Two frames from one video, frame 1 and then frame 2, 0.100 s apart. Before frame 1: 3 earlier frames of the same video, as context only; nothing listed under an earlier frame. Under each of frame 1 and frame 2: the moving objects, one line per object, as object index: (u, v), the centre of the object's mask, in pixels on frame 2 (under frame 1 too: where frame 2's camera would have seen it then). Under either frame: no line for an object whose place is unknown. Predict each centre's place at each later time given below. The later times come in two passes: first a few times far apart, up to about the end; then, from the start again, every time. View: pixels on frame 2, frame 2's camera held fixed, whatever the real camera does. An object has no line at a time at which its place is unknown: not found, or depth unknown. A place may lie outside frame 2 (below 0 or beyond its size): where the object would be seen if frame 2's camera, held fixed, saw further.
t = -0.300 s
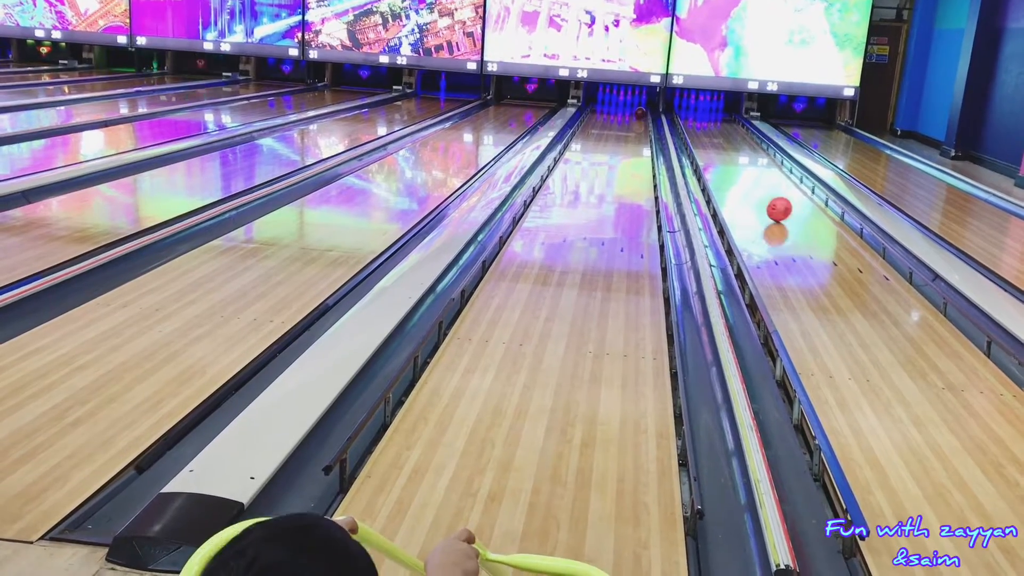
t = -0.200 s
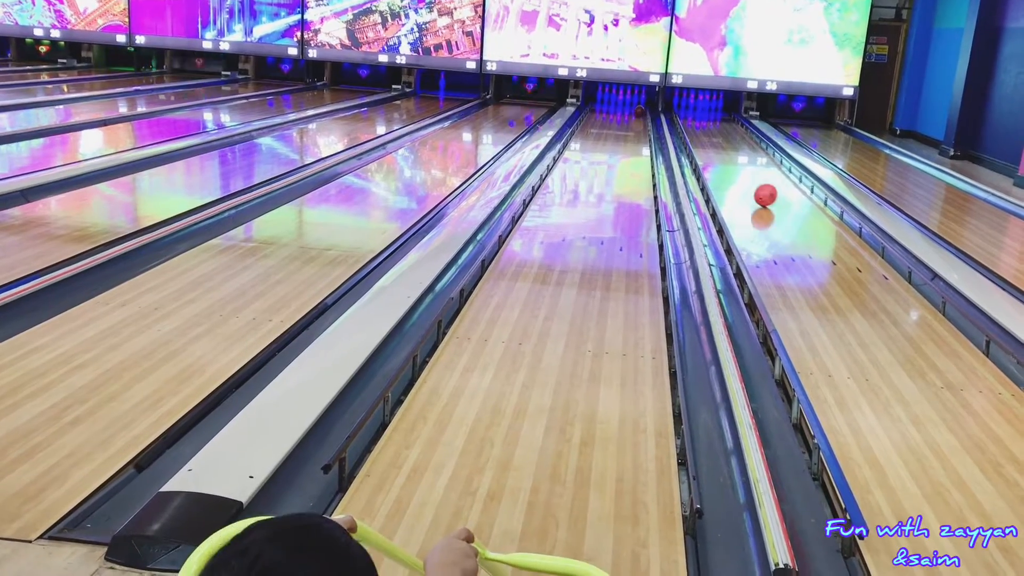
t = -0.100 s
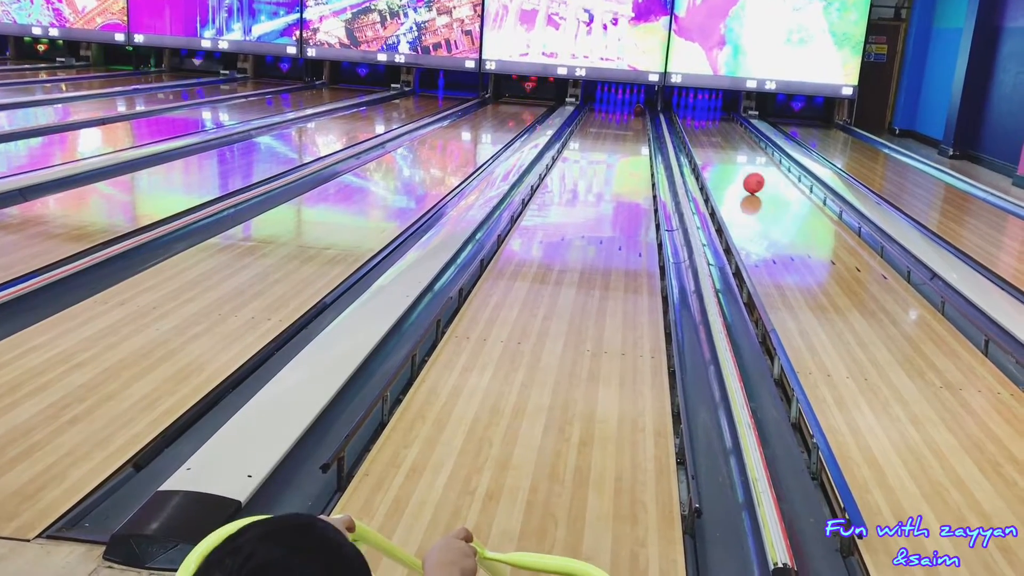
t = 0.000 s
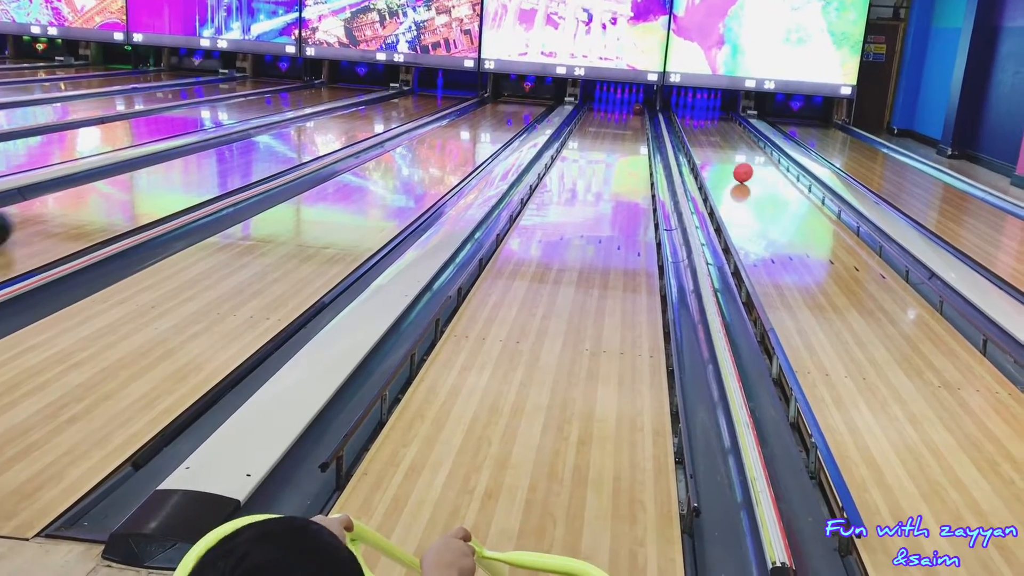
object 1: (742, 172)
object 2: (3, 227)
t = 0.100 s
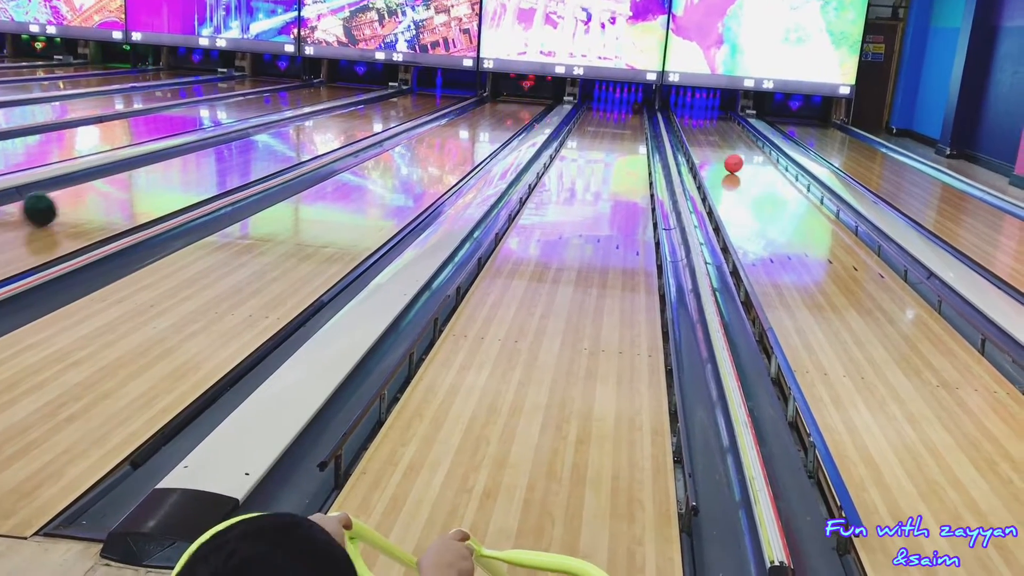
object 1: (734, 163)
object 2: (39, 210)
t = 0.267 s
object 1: (722, 151)
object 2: (105, 187)
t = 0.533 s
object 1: (708, 136)
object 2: (181, 161)
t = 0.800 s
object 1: (696, 125)
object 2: (235, 141)
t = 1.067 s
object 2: (276, 127)
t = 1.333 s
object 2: (307, 117)
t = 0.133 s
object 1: (731, 161)
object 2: (54, 204)
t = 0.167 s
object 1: (728, 158)
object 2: (68, 200)
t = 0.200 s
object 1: (726, 156)
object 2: (81, 195)
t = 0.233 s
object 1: (724, 153)
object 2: (93, 191)
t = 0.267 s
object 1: (722, 151)
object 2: (105, 187)
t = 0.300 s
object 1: (720, 149)
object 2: (117, 183)
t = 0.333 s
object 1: (718, 147)
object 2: (127, 179)
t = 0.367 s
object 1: (716, 145)
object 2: (137, 176)
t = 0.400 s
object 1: (714, 143)
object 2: (147, 172)
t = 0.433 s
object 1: (713, 141)
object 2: (156, 169)
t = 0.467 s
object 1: (711, 139)
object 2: (165, 166)
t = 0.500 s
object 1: (709, 138)
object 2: (173, 164)
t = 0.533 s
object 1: (708, 136)
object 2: (181, 161)
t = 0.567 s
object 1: (706, 134)
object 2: (189, 158)
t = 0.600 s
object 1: (705, 133)
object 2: (197, 155)
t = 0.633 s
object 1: (704, 131)
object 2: (204, 153)
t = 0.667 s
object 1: (701, 130)
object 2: (211, 150)
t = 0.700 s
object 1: (700, 128)
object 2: (217, 148)
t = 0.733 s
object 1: (699, 127)
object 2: (223, 146)
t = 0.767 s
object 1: (697, 126)
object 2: (229, 144)
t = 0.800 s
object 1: (696, 125)
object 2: (235, 141)
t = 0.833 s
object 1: (694, 123)
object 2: (241, 140)
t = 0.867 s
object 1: (693, 122)
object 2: (247, 138)
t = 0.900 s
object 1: (692, 121)
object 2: (252, 136)
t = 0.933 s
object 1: (692, 119)
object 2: (257, 134)
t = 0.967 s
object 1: (690, 119)
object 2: (262, 132)
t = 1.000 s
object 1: (688, 118)
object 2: (267, 131)
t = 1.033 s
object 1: (687, 117)
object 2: (271, 129)
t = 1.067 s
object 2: (276, 127)
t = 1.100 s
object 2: (280, 126)
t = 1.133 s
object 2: (284, 125)
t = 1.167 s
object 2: (288, 123)
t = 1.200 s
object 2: (292, 122)
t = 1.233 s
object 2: (296, 121)
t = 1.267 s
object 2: (300, 119)
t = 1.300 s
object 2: (304, 118)
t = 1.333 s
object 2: (307, 117)
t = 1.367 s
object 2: (310, 115)
